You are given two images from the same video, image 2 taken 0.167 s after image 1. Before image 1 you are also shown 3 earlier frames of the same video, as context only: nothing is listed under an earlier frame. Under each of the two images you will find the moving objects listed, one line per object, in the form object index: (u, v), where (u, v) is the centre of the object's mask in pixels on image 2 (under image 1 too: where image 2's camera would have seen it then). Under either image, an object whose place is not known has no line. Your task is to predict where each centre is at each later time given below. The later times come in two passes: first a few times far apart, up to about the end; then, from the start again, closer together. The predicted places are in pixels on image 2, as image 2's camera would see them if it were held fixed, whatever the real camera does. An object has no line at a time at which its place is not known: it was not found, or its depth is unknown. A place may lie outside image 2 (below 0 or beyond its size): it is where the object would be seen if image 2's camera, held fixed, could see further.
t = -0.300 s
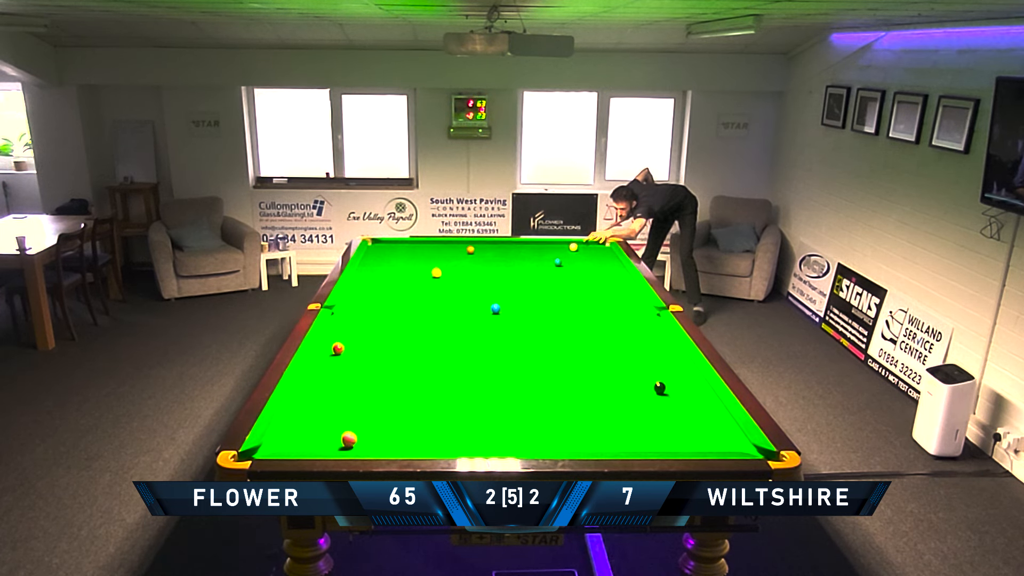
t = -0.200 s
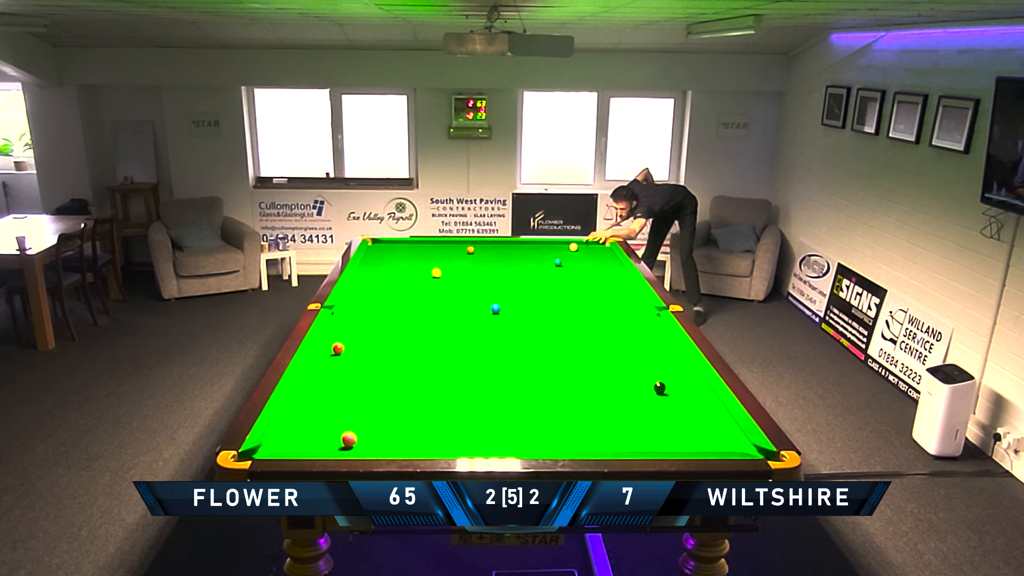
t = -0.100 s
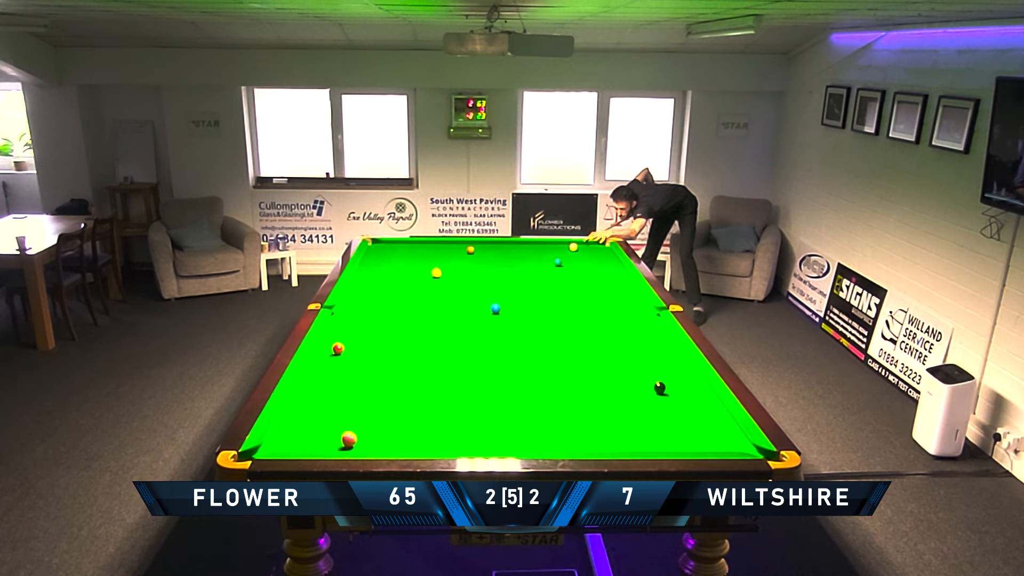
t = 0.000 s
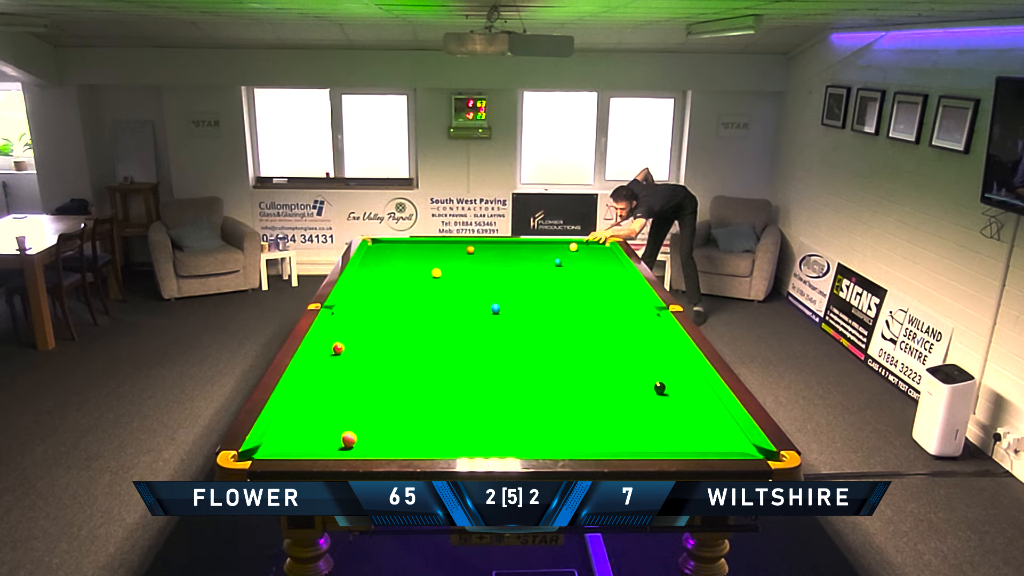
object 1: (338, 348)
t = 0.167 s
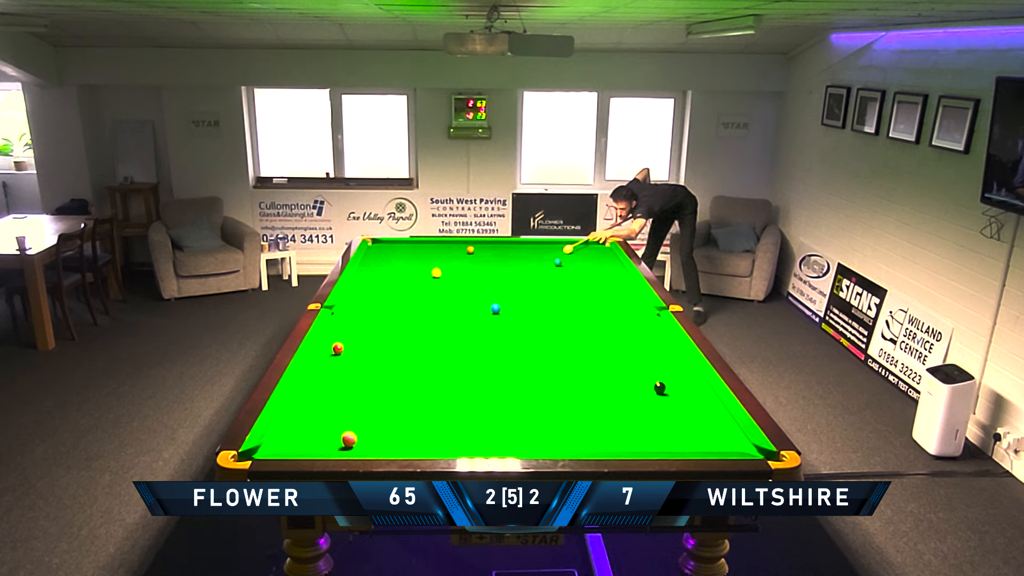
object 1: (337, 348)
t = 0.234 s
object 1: (338, 348)
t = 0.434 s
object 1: (338, 348)
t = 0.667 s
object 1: (338, 348)
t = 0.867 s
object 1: (337, 348)
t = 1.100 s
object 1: (309, 365)
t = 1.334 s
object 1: (337, 399)
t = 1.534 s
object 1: (361, 428)
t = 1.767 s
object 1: (399, 439)
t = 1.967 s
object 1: (434, 419)
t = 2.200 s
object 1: (470, 400)
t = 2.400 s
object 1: (497, 386)
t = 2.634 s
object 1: (526, 371)
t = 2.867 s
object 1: (552, 358)
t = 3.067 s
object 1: (572, 348)
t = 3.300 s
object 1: (594, 337)
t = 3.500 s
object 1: (611, 328)
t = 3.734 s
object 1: (629, 319)
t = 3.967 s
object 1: (645, 311)
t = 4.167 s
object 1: (645, 307)
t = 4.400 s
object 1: (626, 309)
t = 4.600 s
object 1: (610, 310)
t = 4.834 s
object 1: (593, 312)
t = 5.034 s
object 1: (578, 313)
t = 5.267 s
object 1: (562, 314)
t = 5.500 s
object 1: (546, 315)
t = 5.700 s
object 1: (532, 316)
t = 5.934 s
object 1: (518, 317)
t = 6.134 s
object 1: (506, 318)
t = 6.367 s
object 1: (492, 319)
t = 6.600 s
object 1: (480, 320)
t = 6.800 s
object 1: (469, 320)
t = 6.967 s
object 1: (462, 320)
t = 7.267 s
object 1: (447, 322)
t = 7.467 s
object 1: (439, 322)
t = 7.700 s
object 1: (430, 323)
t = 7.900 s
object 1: (422, 323)
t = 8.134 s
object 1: (414, 323)
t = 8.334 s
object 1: (409, 324)
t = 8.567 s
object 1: (403, 324)
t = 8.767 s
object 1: (398, 325)
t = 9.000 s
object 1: (393, 325)
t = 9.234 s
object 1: (390, 325)
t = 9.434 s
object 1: (387, 325)
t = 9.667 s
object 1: (385, 326)
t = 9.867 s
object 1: (384, 326)
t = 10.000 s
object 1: (383, 326)
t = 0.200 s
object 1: (337, 348)
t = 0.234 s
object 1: (338, 348)
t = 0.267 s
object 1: (338, 348)
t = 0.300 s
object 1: (337, 348)
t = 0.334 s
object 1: (338, 348)
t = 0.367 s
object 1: (337, 348)
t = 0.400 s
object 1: (337, 348)
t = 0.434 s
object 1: (338, 348)
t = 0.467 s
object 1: (338, 348)
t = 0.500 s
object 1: (338, 348)
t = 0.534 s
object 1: (338, 348)
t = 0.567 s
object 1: (338, 348)
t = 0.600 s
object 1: (337, 348)
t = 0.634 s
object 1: (338, 348)
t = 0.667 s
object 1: (338, 348)
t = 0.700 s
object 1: (337, 348)
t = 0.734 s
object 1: (337, 348)
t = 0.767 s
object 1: (337, 348)
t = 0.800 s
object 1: (338, 348)
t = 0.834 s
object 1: (338, 348)
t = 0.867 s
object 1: (337, 348)
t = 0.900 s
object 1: (337, 348)
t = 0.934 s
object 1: (338, 348)
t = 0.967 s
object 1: (337, 348)
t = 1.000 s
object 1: (337, 348)
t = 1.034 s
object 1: (329, 352)
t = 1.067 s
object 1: (319, 359)
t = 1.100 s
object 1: (309, 365)
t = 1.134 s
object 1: (313, 370)
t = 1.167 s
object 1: (317, 375)
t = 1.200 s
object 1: (321, 380)
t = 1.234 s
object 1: (325, 385)
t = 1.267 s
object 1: (329, 390)
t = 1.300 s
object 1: (333, 395)
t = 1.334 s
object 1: (337, 399)
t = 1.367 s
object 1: (341, 404)
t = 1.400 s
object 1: (345, 409)
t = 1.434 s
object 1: (349, 414)
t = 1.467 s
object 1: (353, 418)
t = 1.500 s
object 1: (357, 423)
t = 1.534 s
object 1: (361, 428)
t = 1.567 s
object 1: (366, 434)
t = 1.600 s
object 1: (370, 439)
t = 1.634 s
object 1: (374, 443)
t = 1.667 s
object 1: (379, 446)
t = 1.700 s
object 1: (386, 445)
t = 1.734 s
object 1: (392, 442)
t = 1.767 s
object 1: (399, 439)
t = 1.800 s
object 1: (405, 435)
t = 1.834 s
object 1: (411, 431)
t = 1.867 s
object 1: (417, 428)
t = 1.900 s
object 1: (423, 425)
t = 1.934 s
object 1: (428, 422)
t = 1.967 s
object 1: (434, 419)
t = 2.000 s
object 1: (439, 416)
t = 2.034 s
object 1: (444, 414)
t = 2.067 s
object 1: (450, 411)
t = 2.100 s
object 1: (455, 408)
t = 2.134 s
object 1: (460, 405)
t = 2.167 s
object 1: (465, 403)
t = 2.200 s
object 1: (470, 400)
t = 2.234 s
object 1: (475, 398)
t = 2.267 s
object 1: (479, 395)
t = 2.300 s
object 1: (484, 393)
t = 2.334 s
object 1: (488, 390)
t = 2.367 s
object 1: (493, 388)
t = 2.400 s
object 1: (497, 386)
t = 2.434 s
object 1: (502, 384)
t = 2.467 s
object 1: (506, 381)
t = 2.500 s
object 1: (510, 379)
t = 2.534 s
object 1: (514, 377)
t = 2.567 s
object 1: (518, 375)
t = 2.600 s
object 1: (522, 373)
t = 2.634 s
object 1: (526, 371)
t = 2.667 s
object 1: (530, 369)
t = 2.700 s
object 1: (534, 367)
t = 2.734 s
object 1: (538, 365)
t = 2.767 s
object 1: (541, 363)
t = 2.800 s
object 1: (545, 362)
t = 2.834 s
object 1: (548, 359)
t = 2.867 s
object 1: (552, 358)
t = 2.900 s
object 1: (556, 356)
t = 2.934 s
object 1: (559, 354)
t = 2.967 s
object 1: (562, 353)
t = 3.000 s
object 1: (566, 351)
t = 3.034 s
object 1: (569, 349)
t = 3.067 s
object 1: (572, 348)
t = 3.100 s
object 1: (576, 346)
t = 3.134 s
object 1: (579, 344)
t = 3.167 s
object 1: (582, 343)
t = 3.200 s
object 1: (585, 341)
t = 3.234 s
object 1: (588, 340)
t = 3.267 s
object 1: (591, 338)
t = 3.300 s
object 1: (594, 337)
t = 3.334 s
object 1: (597, 335)
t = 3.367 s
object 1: (600, 334)
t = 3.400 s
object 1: (602, 332)
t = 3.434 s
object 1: (605, 331)
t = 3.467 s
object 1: (608, 330)
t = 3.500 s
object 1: (611, 328)
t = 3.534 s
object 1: (613, 327)
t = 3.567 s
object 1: (616, 325)
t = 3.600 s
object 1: (618, 324)
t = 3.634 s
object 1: (621, 323)
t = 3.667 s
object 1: (624, 322)
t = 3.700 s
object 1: (626, 320)
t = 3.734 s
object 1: (629, 319)
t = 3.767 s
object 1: (631, 318)
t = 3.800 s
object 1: (633, 317)
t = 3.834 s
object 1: (636, 316)
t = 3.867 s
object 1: (638, 314)
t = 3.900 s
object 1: (640, 313)
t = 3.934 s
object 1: (643, 312)
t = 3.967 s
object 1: (645, 311)
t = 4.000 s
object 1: (647, 310)
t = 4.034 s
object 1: (649, 308)
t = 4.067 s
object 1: (652, 307)
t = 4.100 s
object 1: (652, 307)
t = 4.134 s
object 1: (649, 307)
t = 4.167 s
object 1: (645, 307)
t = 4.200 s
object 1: (642, 308)
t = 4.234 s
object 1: (639, 308)
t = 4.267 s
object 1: (637, 308)
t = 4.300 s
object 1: (634, 308)
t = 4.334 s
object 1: (632, 309)
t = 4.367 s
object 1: (629, 309)
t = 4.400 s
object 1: (626, 309)
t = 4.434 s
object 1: (623, 309)
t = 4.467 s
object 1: (621, 309)
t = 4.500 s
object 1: (618, 310)
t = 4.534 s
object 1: (616, 310)
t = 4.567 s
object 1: (613, 310)
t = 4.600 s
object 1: (610, 310)
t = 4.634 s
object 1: (608, 310)
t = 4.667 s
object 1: (605, 311)
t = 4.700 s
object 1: (603, 311)
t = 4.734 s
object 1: (600, 311)
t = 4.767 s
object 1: (598, 311)
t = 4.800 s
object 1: (595, 311)
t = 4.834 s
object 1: (593, 312)
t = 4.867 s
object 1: (590, 312)
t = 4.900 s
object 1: (588, 312)
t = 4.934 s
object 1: (585, 312)
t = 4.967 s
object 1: (583, 312)
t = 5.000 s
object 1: (580, 312)
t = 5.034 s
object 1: (578, 313)
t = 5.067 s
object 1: (576, 313)
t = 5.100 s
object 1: (573, 313)
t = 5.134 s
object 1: (571, 313)
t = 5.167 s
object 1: (568, 313)
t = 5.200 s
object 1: (566, 313)
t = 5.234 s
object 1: (564, 314)
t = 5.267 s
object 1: (562, 314)
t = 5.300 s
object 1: (559, 314)
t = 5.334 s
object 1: (557, 314)
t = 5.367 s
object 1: (555, 315)
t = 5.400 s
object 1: (552, 315)
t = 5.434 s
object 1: (550, 315)
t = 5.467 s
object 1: (548, 315)
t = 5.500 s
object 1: (546, 315)
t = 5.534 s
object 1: (543, 315)
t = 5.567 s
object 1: (541, 316)
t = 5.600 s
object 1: (539, 316)
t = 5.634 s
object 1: (537, 316)
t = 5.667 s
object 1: (535, 316)
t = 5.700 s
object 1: (532, 316)
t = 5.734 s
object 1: (530, 316)
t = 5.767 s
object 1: (528, 316)
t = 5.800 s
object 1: (526, 317)
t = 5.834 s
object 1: (524, 317)
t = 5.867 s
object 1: (522, 317)
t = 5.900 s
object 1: (520, 317)
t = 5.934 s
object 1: (518, 317)
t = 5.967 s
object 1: (516, 317)
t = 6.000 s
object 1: (514, 317)
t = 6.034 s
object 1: (512, 318)
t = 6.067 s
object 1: (510, 318)
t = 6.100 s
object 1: (508, 318)
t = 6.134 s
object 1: (506, 318)
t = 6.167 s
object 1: (504, 318)
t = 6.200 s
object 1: (502, 318)
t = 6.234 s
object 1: (500, 318)
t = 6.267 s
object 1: (498, 319)
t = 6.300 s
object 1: (496, 319)
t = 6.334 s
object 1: (494, 319)
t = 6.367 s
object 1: (492, 319)
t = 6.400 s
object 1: (490, 319)
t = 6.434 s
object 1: (488, 319)
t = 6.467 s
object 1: (487, 319)
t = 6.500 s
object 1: (485, 319)
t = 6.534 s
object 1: (483, 319)
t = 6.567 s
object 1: (481, 319)
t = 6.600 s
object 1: (480, 320)
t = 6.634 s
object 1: (478, 320)
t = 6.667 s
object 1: (476, 320)
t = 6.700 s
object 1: (474, 320)
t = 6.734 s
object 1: (473, 320)
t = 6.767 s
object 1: (471, 320)
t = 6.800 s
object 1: (469, 320)
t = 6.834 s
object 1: (468, 321)
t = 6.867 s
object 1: (466, 321)
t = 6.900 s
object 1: (464, 321)
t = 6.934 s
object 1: (463, 321)
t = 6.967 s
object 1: (462, 320)
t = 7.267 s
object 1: (447, 322)
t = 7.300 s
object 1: (446, 322)
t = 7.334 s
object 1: (444, 322)
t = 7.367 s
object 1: (443, 322)
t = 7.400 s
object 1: (442, 322)
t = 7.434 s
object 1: (440, 322)
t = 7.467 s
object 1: (439, 322)
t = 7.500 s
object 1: (438, 322)
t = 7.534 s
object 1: (436, 322)
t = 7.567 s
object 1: (435, 323)
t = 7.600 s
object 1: (433, 323)
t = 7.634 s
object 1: (432, 323)
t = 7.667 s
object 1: (431, 323)
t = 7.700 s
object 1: (430, 323)
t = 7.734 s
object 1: (428, 323)
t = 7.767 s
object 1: (427, 323)
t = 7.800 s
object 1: (426, 323)
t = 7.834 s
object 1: (425, 323)
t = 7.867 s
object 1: (423, 323)
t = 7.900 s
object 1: (422, 323)
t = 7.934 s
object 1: (421, 323)
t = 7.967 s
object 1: (420, 323)
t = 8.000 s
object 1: (419, 323)
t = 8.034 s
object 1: (418, 323)
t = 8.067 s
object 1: (417, 323)
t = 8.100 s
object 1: (416, 323)
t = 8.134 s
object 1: (414, 323)
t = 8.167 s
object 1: (414, 323)
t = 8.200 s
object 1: (412, 324)
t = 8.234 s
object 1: (411, 324)
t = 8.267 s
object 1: (411, 324)
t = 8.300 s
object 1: (410, 324)
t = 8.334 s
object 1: (409, 324)
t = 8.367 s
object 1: (408, 324)
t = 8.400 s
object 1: (407, 324)
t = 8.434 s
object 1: (406, 324)
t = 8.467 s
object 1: (405, 324)
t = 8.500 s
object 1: (404, 324)
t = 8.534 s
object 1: (403, 324)
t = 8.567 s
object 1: (403, 324)
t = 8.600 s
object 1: (402, 324)
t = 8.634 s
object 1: (401, 324)
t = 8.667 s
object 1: (400, 324)
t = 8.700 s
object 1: (399, 325)
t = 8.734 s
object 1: (399, 325)
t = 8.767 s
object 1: (398, 325)
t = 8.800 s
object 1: (397, 325)
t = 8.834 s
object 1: (397, 325)
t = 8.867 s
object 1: (396, 325)
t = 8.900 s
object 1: (395, 325)
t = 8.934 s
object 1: (395, 325)
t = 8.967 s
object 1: (394, 325)
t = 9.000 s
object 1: (393, 325)
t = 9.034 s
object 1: (393, 325)
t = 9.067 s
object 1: (392, 325)
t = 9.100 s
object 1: (392, 325)
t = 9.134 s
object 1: (391, 325)
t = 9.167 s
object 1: (390, 325)
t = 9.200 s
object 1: (390, 325)
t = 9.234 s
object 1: (390, 325)
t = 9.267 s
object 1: (389, 325)
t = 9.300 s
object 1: (389, 325)
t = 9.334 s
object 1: (388, 325)
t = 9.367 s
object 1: (388, 325)
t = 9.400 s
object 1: (388, 325)
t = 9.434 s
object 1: (387, 325)
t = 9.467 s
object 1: (387, 325)
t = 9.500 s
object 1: (387, 326)
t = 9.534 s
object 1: (386, 325)
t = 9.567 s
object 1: (386, 326)
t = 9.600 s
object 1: (385, 326)
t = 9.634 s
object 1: (385, 326)
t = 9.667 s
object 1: (385, 326)
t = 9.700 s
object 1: (385, 326)
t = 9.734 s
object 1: (385, 326)
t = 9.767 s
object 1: (384, 326)
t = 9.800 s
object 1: (384, 326)
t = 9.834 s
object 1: (384, 326)
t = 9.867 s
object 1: (384, 326)
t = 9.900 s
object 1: (384, 326)
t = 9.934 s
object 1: (383, 326)
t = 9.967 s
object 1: (383, 326)
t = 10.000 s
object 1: (383, 326)
